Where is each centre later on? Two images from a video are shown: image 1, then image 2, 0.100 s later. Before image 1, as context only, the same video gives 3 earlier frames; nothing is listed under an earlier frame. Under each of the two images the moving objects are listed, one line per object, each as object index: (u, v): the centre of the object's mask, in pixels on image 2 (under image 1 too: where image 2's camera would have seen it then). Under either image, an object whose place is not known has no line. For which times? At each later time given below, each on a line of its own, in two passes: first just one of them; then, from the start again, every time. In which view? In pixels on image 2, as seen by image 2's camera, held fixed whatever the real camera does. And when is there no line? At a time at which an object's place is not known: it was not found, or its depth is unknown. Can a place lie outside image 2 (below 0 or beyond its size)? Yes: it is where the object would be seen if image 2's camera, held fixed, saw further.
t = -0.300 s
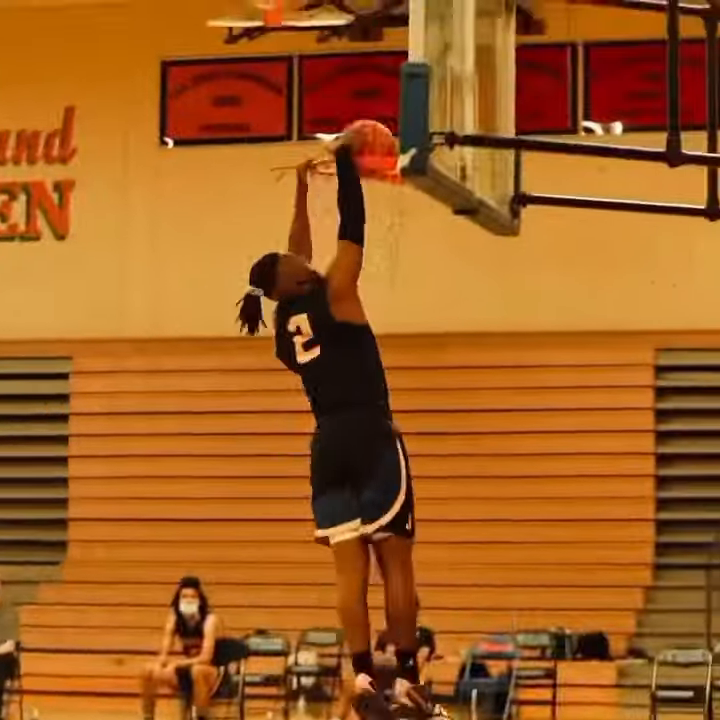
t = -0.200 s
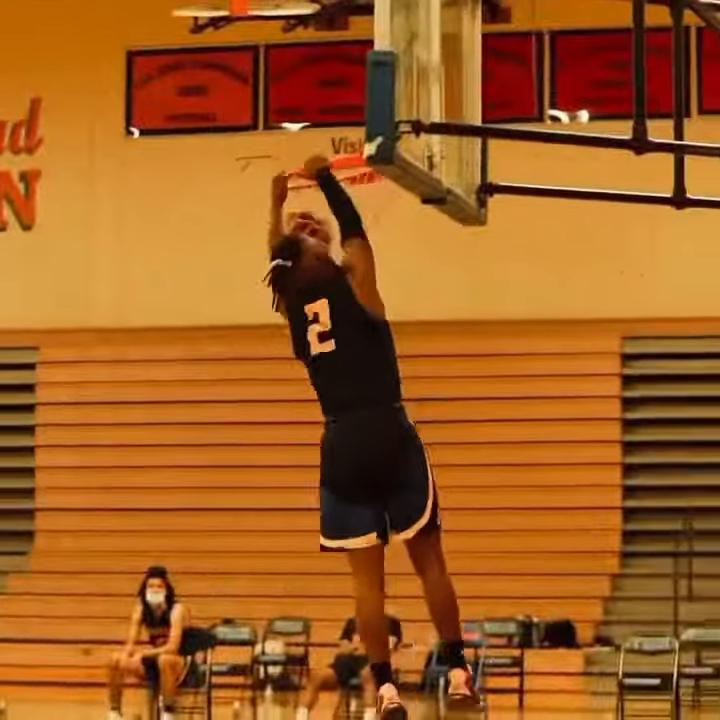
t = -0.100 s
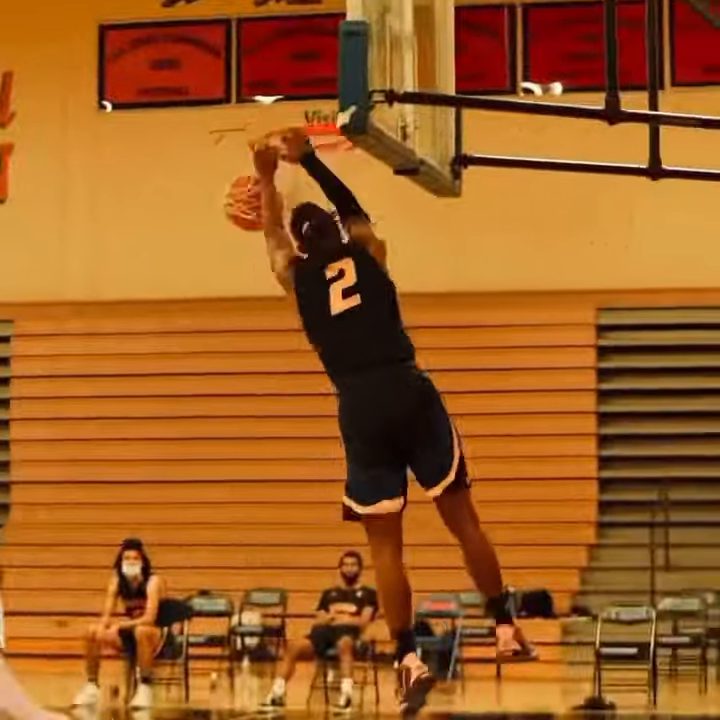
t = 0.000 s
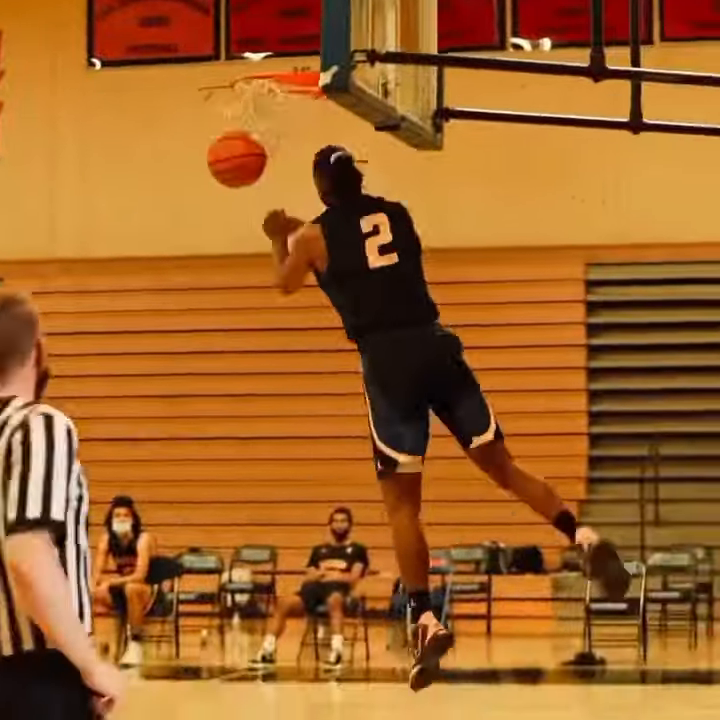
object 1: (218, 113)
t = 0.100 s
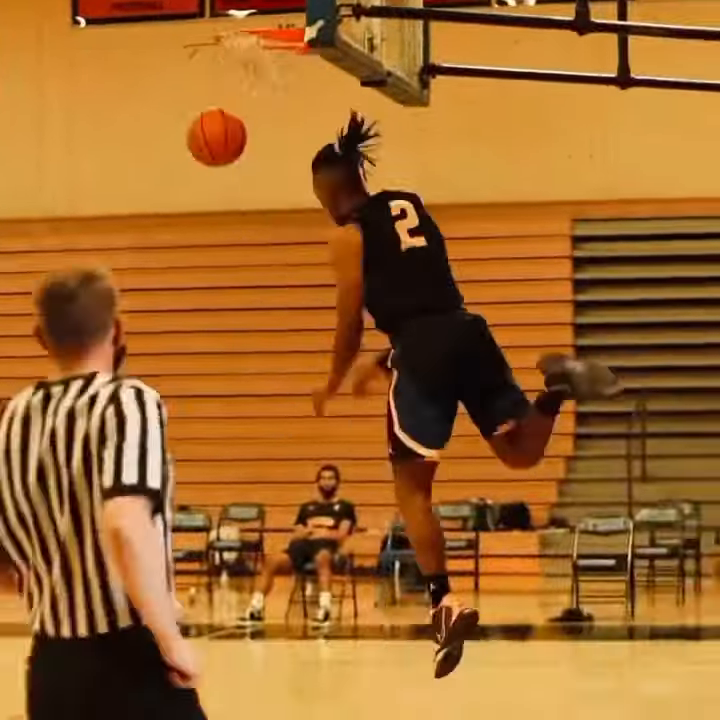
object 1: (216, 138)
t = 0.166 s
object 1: (213, 167)
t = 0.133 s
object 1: (215, 150)
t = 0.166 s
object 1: (213, 167)
